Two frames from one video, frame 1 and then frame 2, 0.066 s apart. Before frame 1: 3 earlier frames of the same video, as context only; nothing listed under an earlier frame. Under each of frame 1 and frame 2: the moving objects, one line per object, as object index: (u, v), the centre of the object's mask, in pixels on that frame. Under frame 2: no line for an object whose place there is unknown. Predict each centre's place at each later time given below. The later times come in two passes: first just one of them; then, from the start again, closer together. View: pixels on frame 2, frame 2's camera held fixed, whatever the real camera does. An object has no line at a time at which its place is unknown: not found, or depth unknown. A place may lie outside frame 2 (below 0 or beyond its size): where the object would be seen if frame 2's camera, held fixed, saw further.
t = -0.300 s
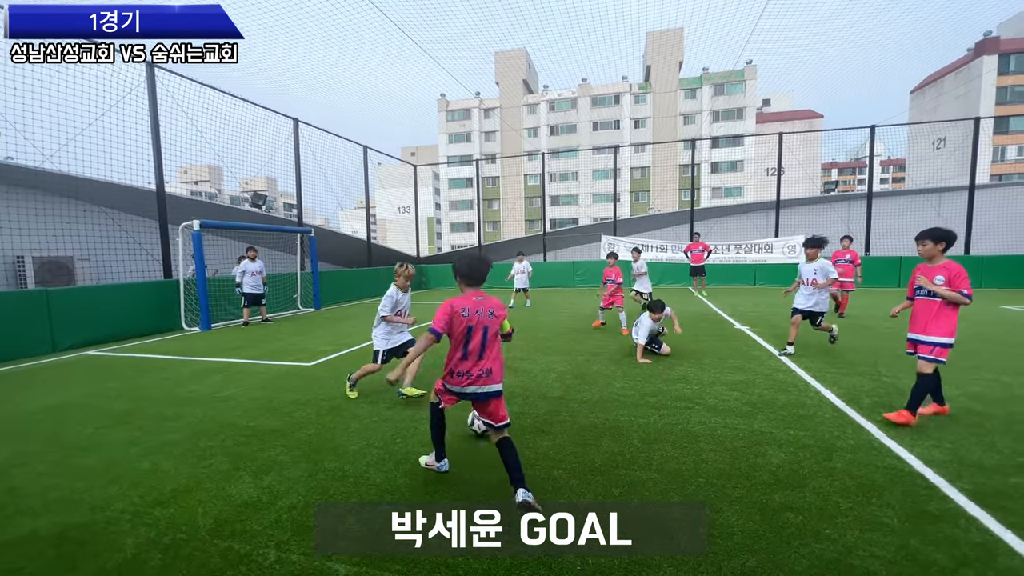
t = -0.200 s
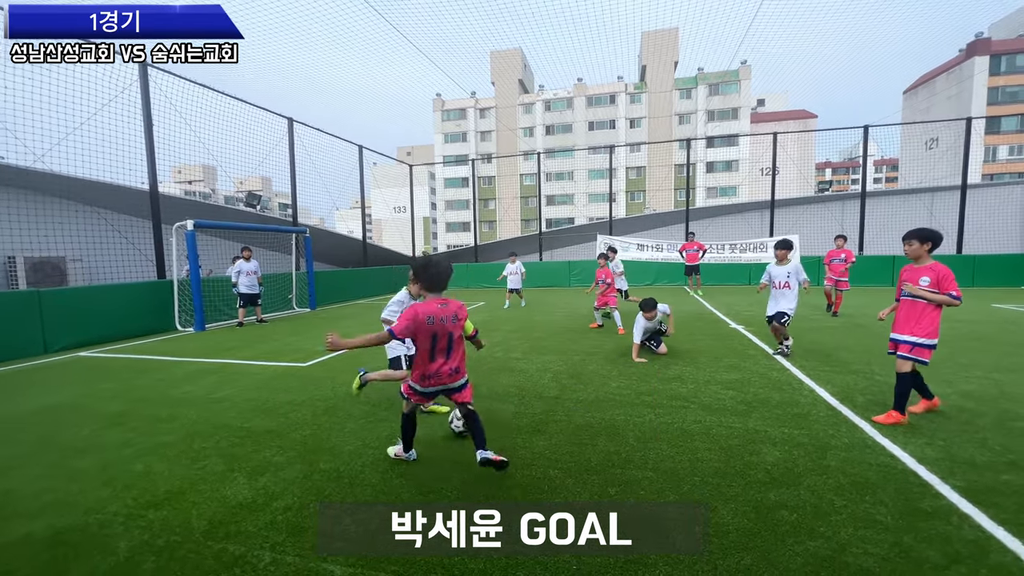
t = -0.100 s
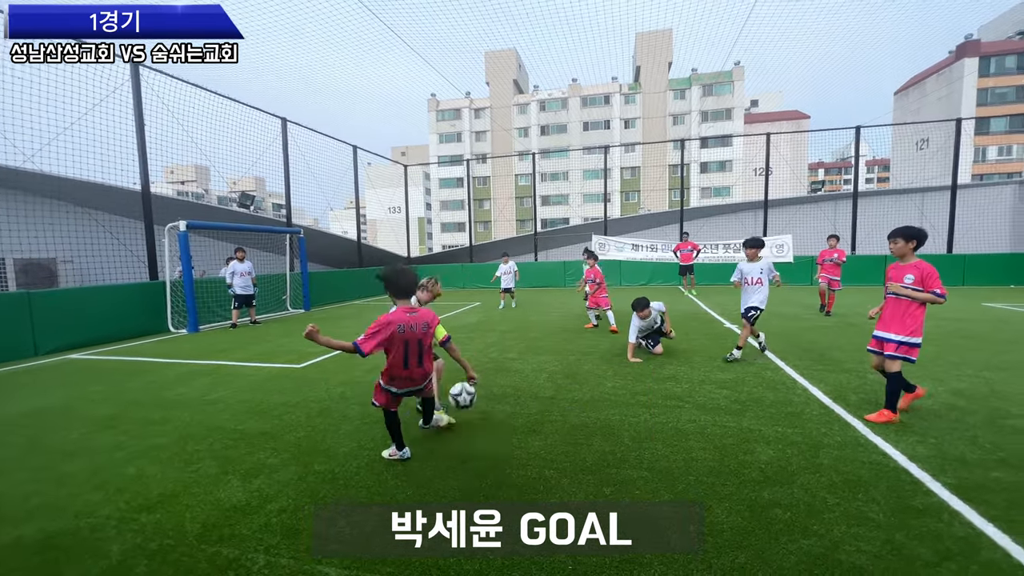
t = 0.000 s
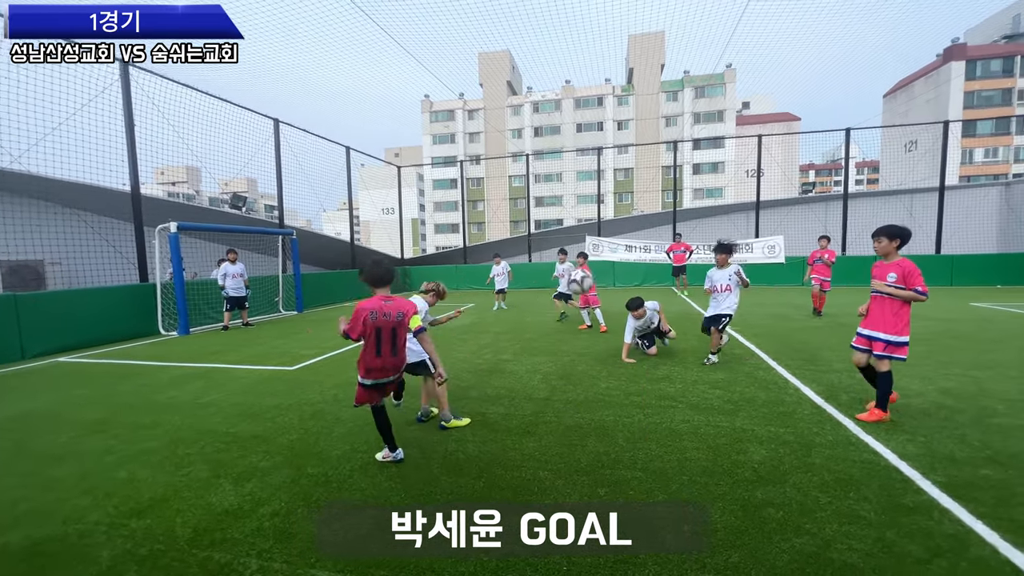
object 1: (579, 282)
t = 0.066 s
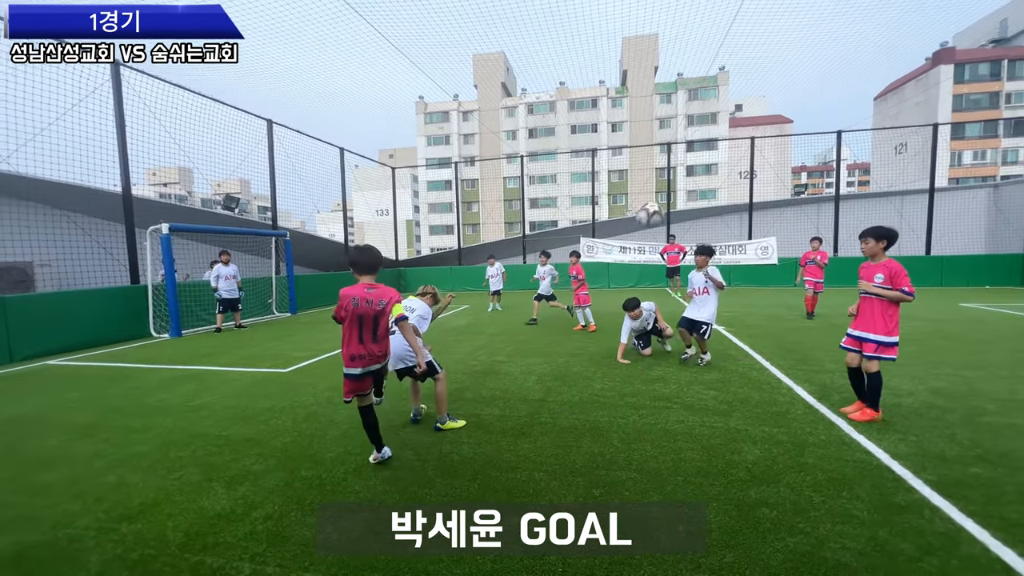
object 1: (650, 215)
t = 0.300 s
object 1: (875, 37)
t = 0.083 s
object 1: (668, 199)
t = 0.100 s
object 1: (685, 183)
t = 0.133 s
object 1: (720, 155)
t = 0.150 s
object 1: (737, 140)
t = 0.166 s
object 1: (754, 127)
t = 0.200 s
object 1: (786, 103)
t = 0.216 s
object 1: (802, 90)
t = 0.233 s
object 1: (817, 78)
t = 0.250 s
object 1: (832, 68)
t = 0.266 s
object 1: (847, 57)
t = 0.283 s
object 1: (861, 47)
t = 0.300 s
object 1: (875, 37)
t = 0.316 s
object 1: (889, 28)
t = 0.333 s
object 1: (903, 19)
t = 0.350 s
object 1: (916, 11)
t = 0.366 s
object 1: (929, 3)
